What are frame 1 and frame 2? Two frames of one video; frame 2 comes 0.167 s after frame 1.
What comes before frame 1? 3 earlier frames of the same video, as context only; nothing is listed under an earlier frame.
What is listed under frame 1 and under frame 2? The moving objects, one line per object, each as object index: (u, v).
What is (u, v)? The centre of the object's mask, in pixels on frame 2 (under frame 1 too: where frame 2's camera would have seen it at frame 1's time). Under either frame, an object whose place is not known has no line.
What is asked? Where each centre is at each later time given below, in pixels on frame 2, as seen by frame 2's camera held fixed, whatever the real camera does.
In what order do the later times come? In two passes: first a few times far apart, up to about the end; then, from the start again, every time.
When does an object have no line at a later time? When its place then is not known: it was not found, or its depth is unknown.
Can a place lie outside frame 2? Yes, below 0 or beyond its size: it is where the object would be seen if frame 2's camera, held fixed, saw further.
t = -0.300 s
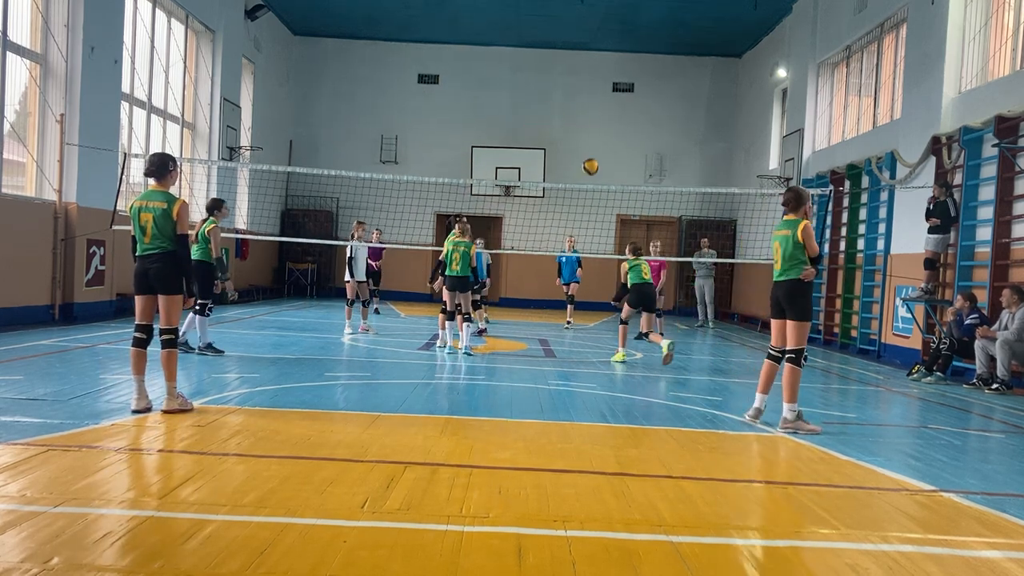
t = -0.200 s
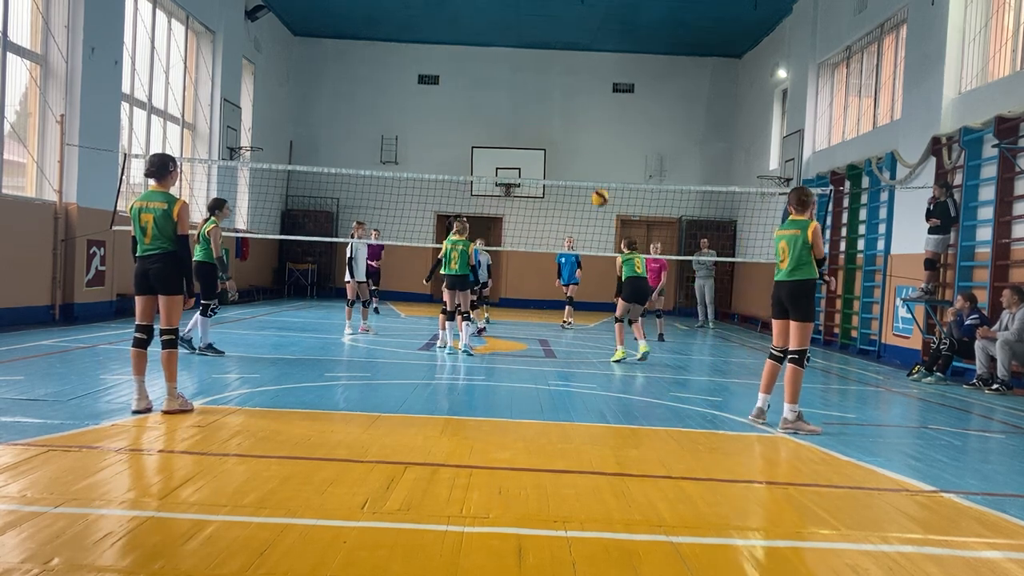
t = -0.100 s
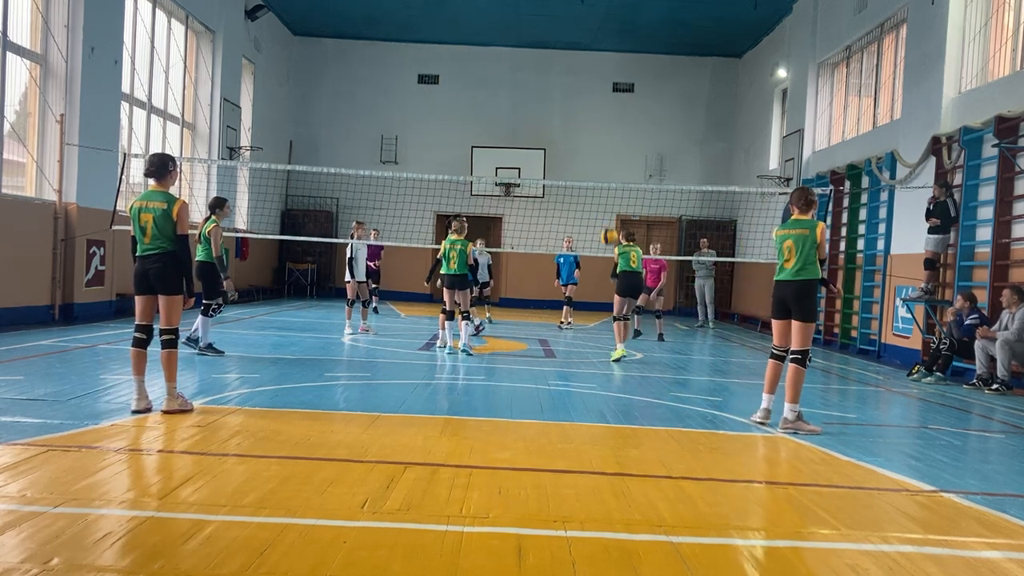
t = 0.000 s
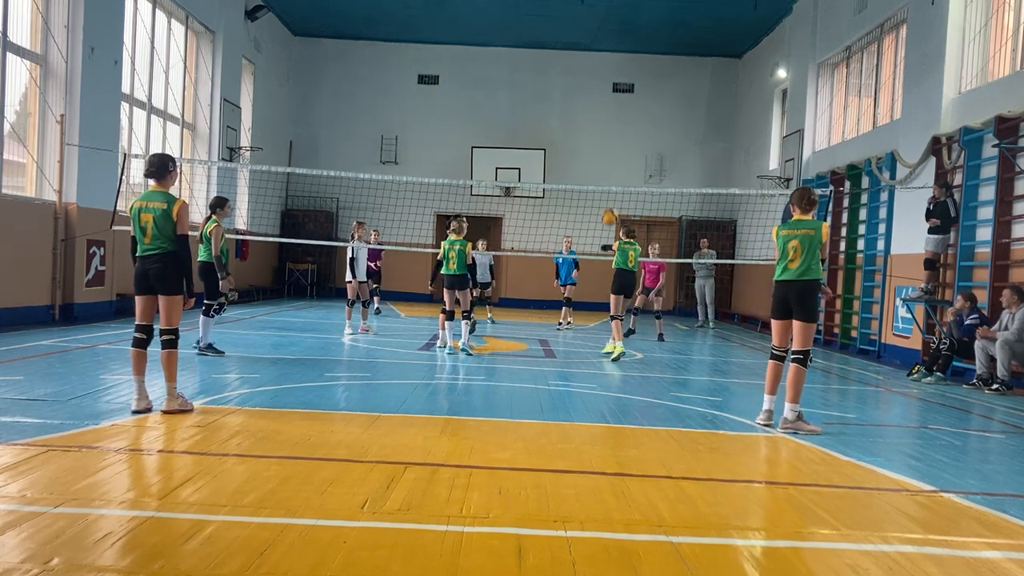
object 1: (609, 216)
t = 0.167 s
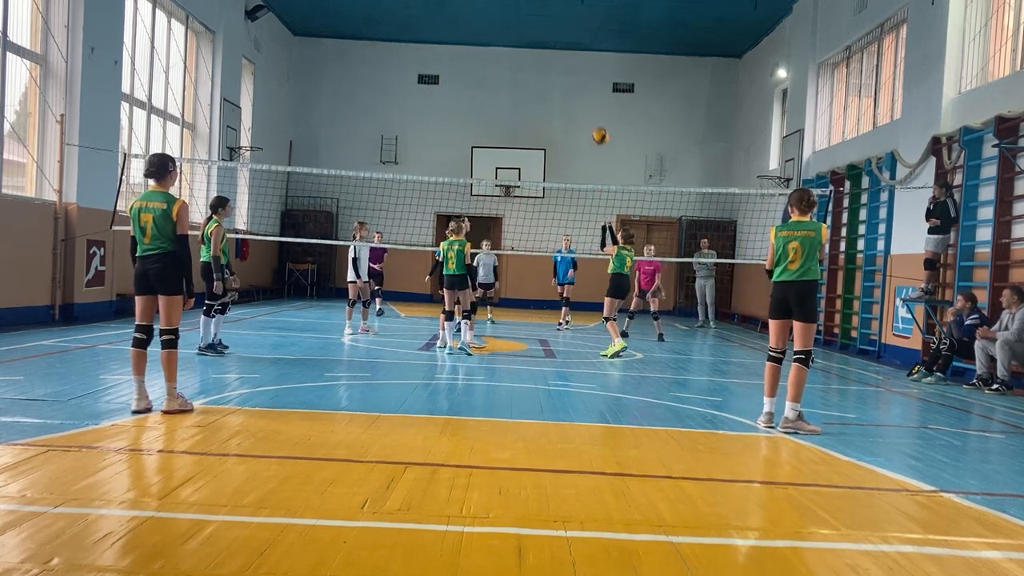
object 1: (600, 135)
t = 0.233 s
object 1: (597, 110)
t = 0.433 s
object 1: (587, 59)
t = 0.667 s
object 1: (576, 42)
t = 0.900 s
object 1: (563, 62)
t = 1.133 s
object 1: (550, 117)
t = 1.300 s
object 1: (539, 174)
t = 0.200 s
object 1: (598, 122)
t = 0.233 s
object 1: (597, 110)
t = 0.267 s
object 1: (595, 98)
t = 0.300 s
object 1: (594, 90)
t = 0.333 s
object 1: (592, 81)
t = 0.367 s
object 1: (591, 73)
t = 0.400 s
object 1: (589, 66)
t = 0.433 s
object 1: (587, 59)
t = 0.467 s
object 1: (586, 54)
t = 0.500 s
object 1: (584, 50)
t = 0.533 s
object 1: (583, 47)
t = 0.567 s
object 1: (581, 44)
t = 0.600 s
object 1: (580, 43)
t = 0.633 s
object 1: (578, 42)
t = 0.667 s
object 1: (576, 42)
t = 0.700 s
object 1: (574, 42)
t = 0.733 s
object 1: (572, 44)
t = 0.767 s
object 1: (571, 46)
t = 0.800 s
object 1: (569, 49)
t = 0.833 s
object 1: (567, 53)
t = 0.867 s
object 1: (565, 57)
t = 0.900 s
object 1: (563, 62)
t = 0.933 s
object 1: (561, 68)
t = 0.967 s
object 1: (559, 75)
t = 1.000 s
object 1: (557, 82)
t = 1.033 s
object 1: (555, 90)
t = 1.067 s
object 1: (553, 98)
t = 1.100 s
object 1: (551, 107)
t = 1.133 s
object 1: (550, 117)
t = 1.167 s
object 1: (548, 128)
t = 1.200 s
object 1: (546, 139)
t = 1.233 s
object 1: (544, 150)
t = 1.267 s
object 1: (541, 162)
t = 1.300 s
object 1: (539, 174)
